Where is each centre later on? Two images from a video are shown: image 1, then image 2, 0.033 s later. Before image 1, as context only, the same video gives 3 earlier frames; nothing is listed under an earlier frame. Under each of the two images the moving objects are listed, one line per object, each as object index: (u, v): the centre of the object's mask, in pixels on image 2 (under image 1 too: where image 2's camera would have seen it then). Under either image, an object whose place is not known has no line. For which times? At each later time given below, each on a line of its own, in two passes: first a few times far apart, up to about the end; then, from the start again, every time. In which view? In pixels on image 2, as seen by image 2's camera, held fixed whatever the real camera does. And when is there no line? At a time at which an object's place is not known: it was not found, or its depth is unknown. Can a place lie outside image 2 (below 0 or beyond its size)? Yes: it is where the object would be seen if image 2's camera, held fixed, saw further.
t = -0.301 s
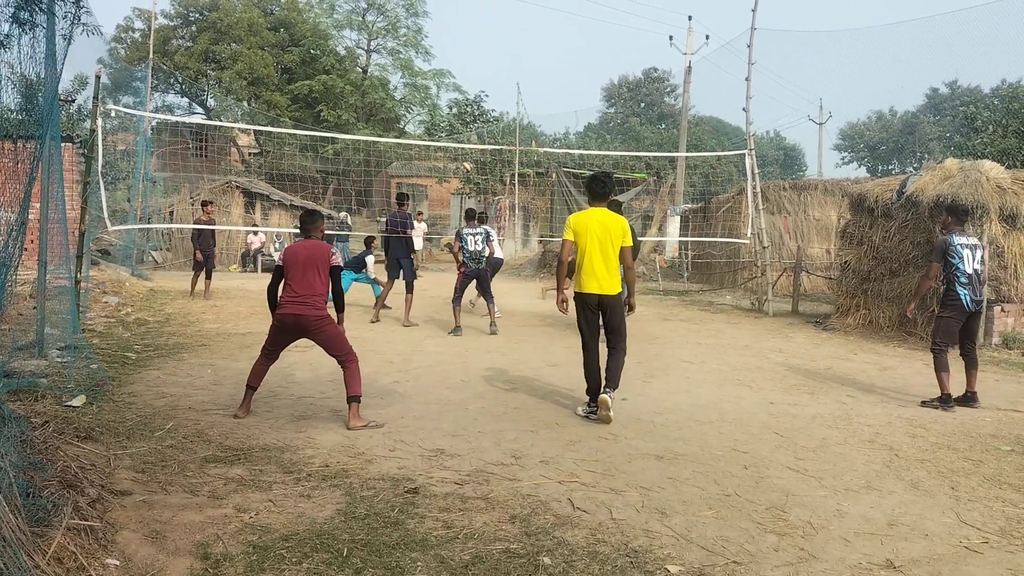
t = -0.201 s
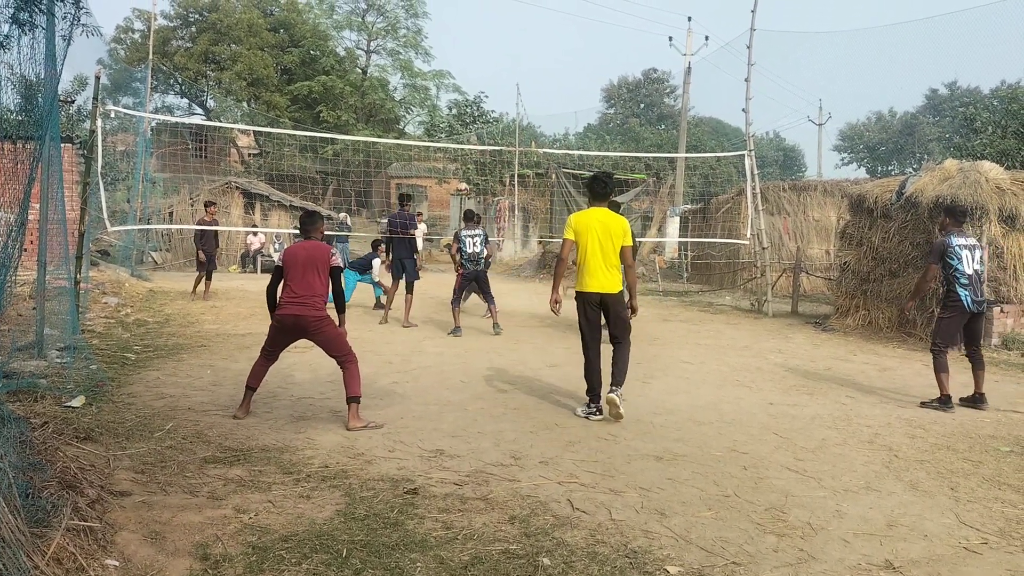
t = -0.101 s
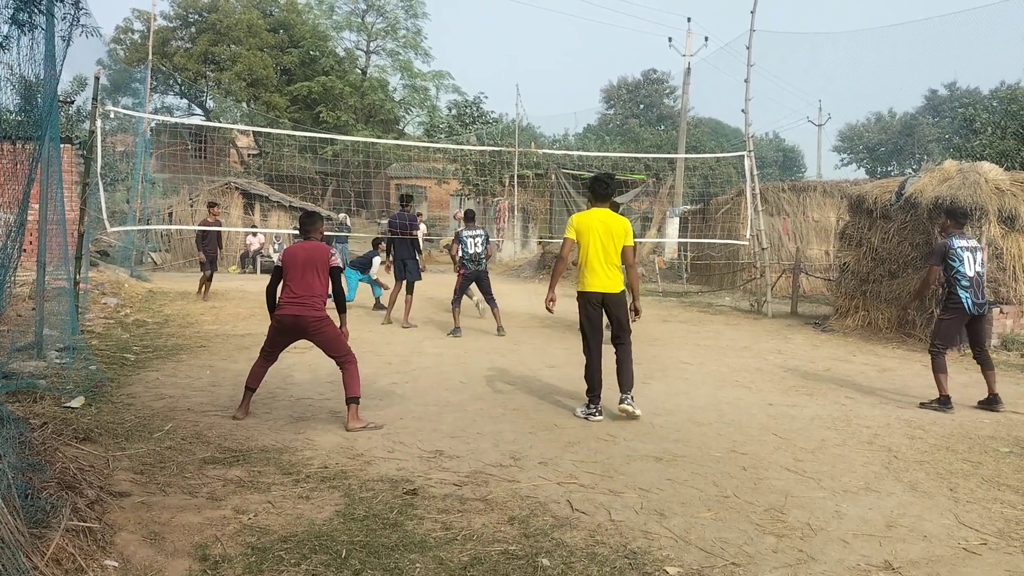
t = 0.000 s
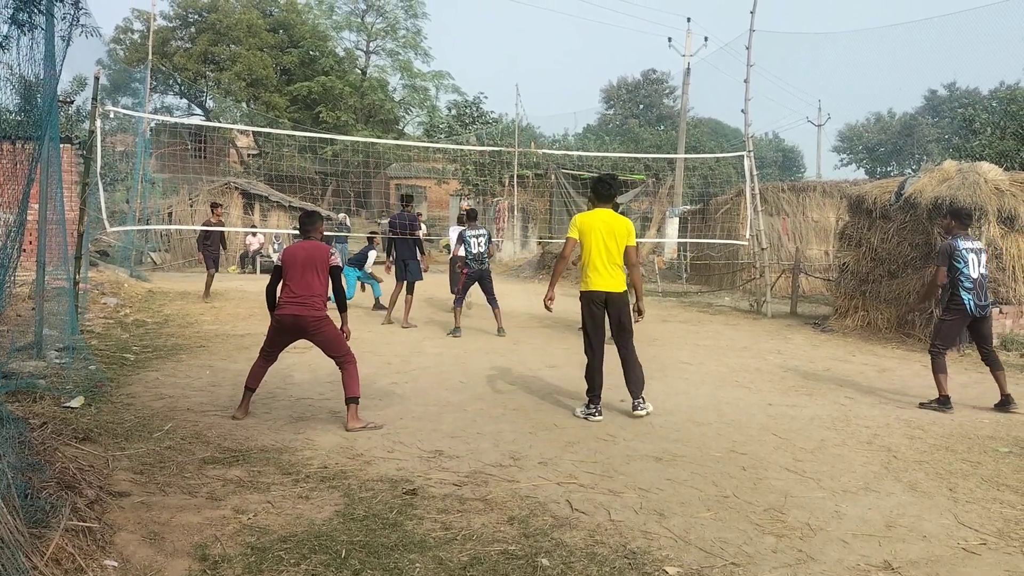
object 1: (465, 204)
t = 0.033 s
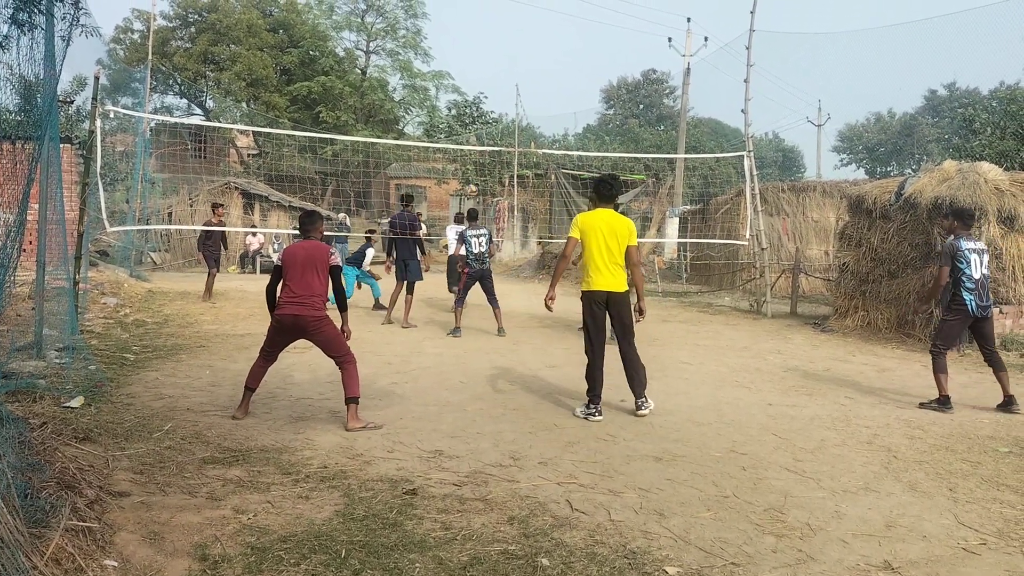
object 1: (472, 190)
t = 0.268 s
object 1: (511, 103)
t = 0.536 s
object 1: (555, 42)
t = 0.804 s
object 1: (601, 22)
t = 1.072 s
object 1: (640, 47)
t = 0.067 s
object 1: (478, 175)
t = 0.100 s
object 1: (483, 162)
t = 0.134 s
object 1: (490, 148)
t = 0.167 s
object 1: (494, 136)
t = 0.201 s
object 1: (500, 124)
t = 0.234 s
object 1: (505, 114)
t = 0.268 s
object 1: (511, 103)
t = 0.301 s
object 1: (517, 93)
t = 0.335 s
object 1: (523, 84)
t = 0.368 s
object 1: (528, 75)
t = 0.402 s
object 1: (533, 67)
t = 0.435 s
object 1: (538, 60)
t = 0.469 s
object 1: (544, 53)
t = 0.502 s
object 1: (549, 47)
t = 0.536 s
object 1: (555, 42)
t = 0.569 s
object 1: (560, 37)
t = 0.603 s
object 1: (565, 33)
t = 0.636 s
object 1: (571, 30)
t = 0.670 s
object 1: (575, 27)
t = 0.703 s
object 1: (581, 25)
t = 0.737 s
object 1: (586, 23)
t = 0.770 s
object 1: (591, 22)
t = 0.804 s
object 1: (601, 22)
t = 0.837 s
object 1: (606, 23)
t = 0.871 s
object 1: (611, 25)
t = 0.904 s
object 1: (616, 27)
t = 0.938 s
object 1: (621, 30)
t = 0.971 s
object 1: (626, 33)
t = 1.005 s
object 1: (630, 37)
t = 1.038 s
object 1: (635, 41)
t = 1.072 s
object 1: (640, 47)
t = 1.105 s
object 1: (645, 52)
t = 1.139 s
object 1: (649, 58)
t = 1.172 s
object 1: (654, 65)
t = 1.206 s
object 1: (659, 72)
